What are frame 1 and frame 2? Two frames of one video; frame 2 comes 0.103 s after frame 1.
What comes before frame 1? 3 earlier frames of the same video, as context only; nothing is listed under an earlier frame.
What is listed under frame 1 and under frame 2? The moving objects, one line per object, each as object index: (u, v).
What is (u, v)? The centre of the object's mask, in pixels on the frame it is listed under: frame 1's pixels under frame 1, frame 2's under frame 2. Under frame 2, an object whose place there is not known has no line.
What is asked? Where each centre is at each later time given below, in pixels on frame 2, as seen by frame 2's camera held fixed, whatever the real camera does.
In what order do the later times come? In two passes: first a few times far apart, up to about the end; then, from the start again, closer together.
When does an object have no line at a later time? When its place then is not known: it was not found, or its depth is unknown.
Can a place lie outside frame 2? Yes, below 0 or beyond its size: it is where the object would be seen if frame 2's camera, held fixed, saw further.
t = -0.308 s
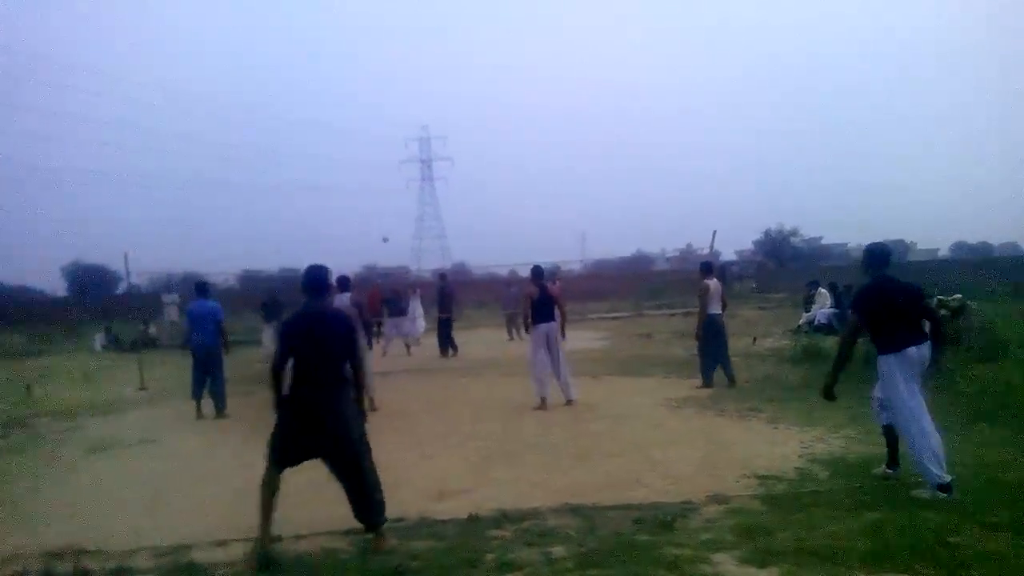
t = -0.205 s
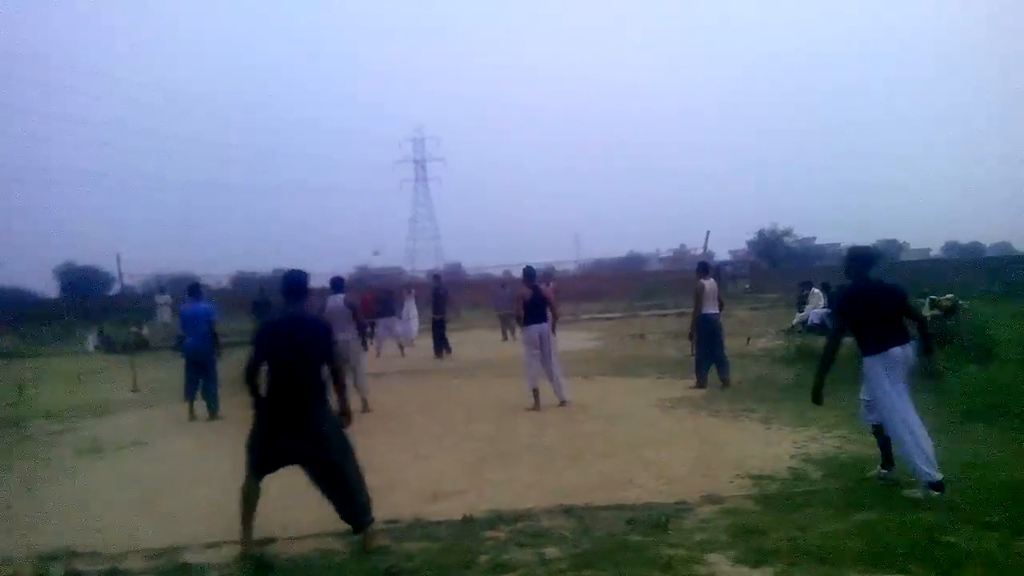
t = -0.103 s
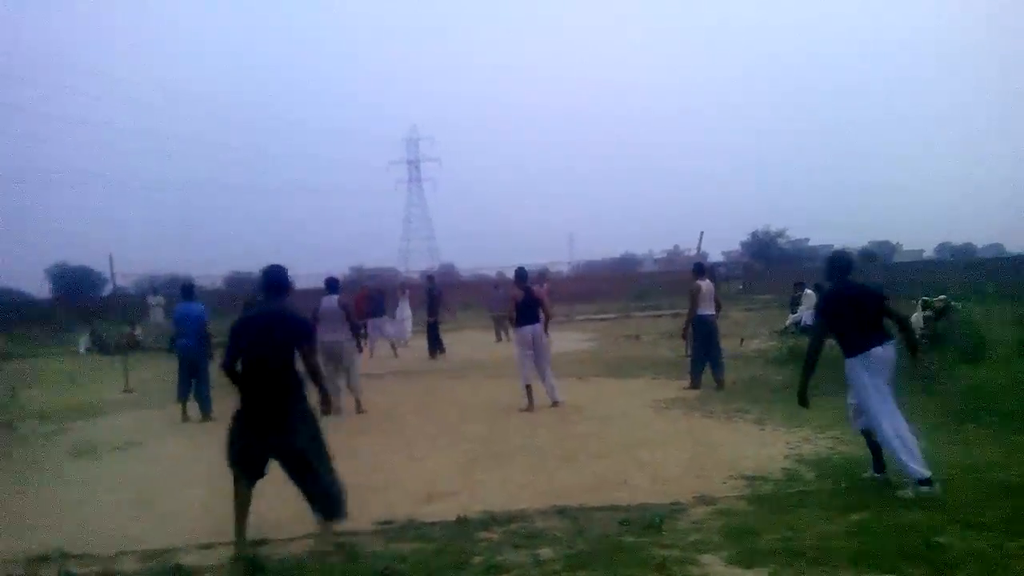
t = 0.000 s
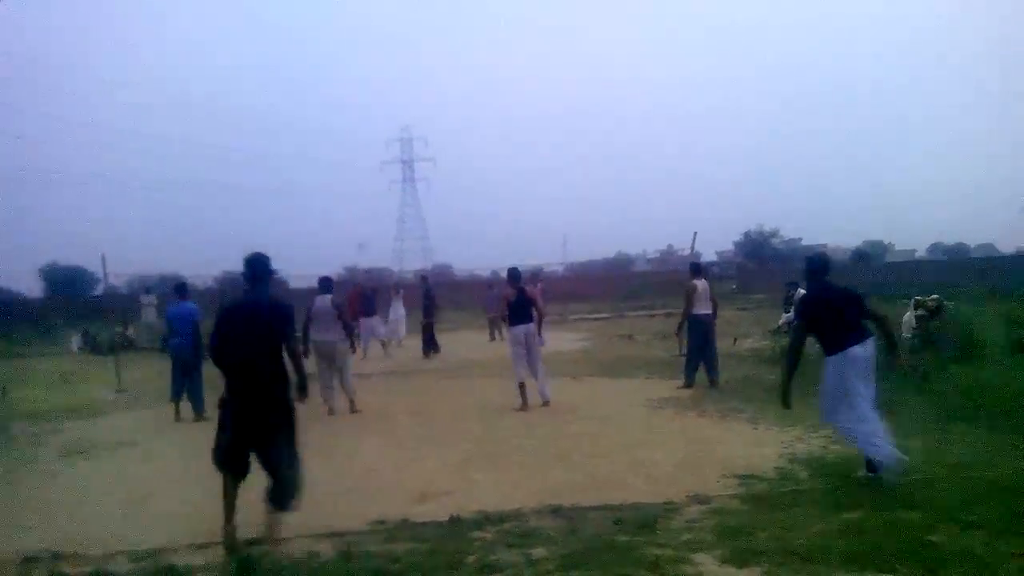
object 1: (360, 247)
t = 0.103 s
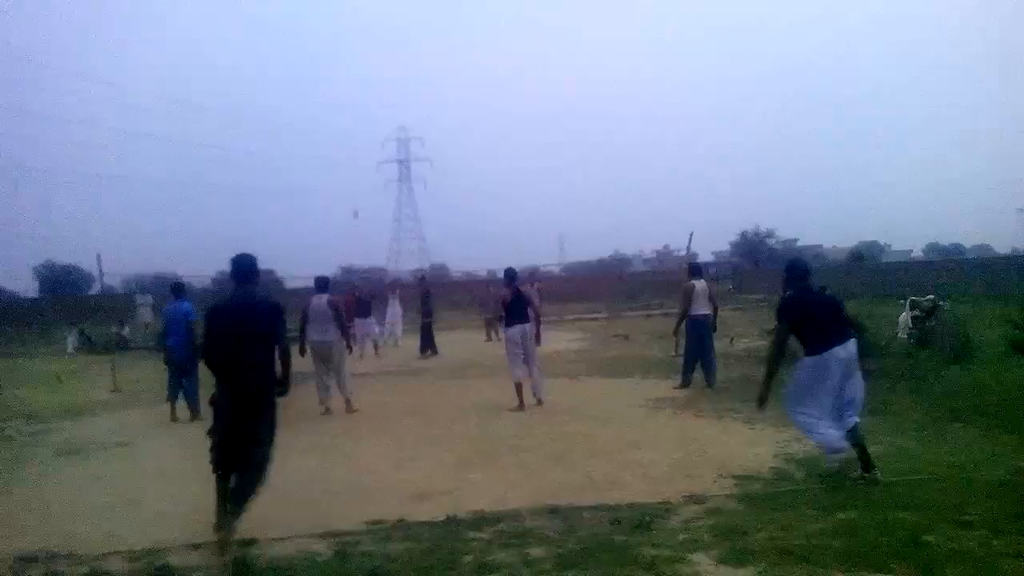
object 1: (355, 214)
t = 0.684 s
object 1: (356, 75)
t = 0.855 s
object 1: (356, 62)
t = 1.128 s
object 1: (360, 81)
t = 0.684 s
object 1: (356, 75)
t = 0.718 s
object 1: (356, 72)
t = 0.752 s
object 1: (356, 68)
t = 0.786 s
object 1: (356, 65)
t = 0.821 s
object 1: (356, 63)
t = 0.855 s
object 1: (356, 62)
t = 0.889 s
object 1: (357, 62)
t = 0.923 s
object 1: (357, 62)
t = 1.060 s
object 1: (359, 71)
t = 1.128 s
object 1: (360, 81)
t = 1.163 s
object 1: (360, 88)
